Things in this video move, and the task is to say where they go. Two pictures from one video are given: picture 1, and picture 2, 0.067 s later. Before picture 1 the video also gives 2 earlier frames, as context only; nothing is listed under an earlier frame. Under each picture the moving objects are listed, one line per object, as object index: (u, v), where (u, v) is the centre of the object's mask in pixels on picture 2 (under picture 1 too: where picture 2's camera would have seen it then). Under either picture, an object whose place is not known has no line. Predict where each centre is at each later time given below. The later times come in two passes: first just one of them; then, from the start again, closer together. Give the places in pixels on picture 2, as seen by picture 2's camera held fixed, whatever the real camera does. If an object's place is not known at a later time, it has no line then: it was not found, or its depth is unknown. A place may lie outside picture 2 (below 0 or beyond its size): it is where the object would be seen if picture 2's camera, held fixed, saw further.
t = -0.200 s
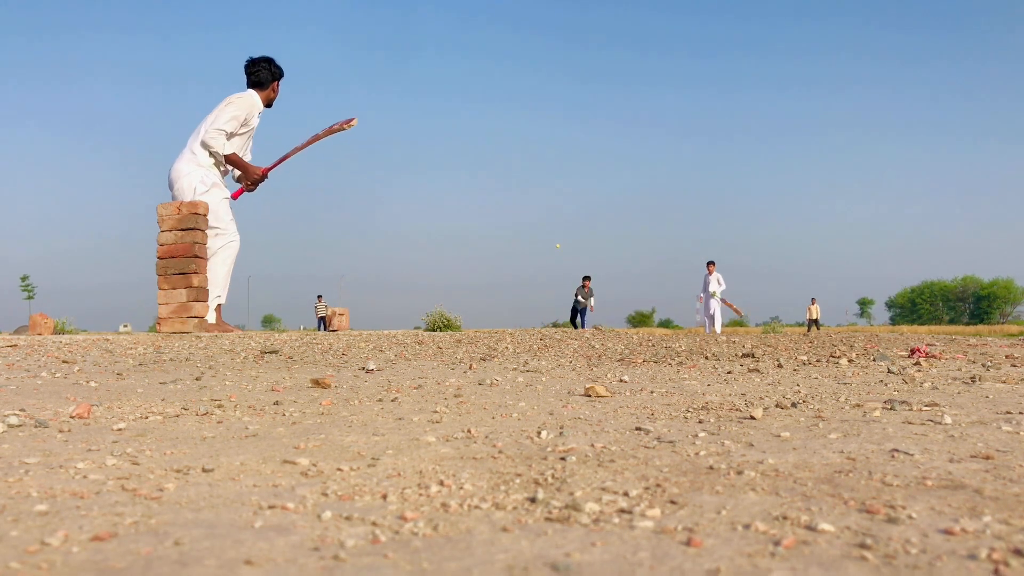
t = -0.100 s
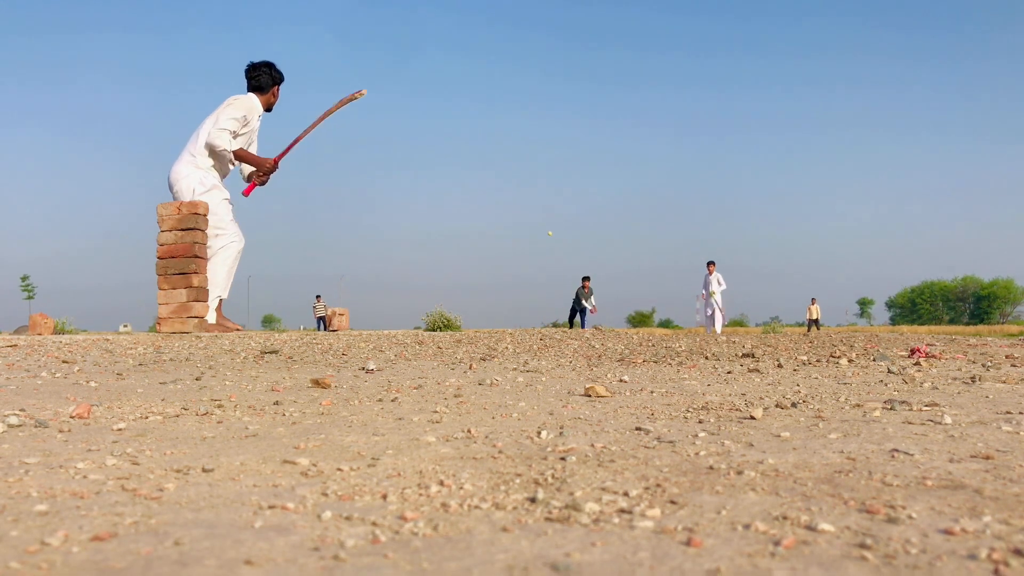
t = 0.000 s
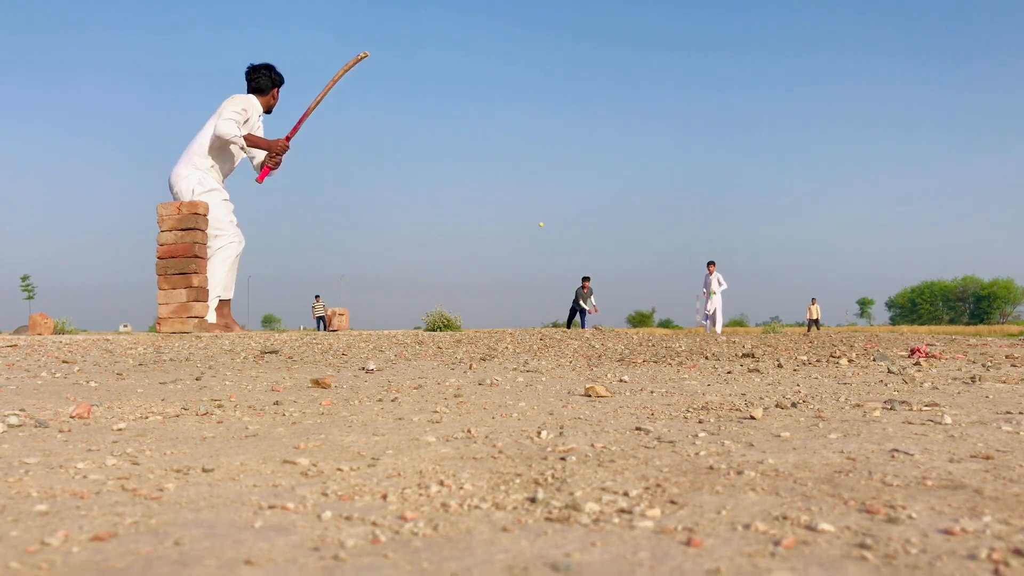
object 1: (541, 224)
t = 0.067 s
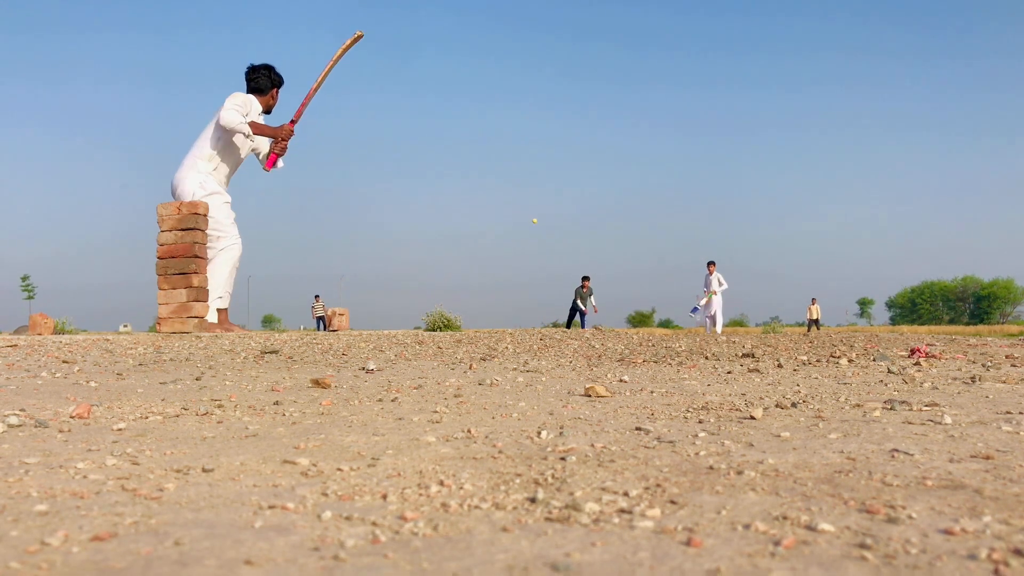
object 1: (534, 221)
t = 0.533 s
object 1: (457, 305)
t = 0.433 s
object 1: (481, 261)
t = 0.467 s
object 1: (474, 273)
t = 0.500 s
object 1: (466, 288)
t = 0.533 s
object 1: (457, 305)
